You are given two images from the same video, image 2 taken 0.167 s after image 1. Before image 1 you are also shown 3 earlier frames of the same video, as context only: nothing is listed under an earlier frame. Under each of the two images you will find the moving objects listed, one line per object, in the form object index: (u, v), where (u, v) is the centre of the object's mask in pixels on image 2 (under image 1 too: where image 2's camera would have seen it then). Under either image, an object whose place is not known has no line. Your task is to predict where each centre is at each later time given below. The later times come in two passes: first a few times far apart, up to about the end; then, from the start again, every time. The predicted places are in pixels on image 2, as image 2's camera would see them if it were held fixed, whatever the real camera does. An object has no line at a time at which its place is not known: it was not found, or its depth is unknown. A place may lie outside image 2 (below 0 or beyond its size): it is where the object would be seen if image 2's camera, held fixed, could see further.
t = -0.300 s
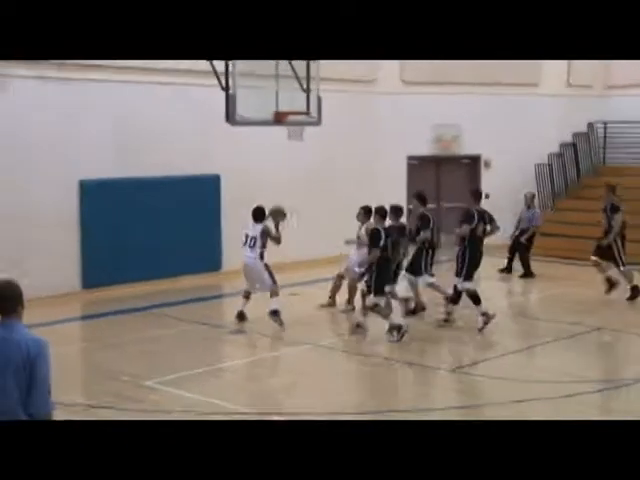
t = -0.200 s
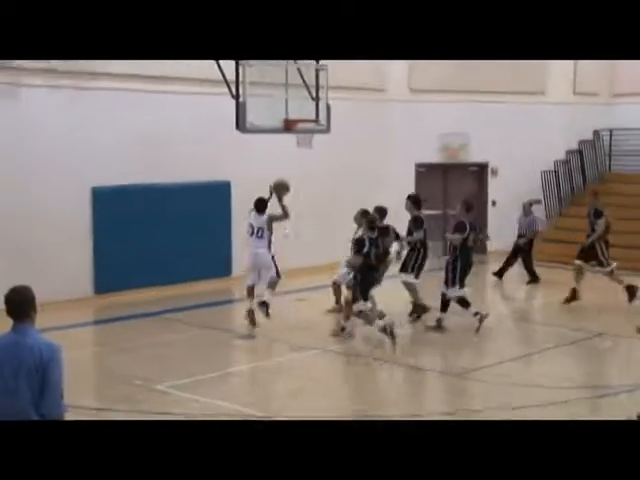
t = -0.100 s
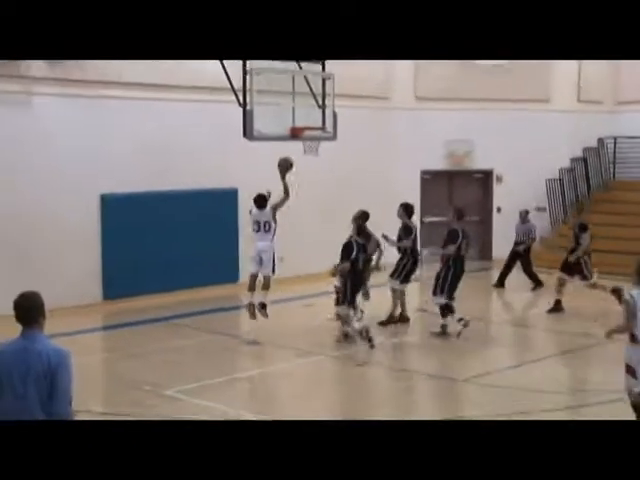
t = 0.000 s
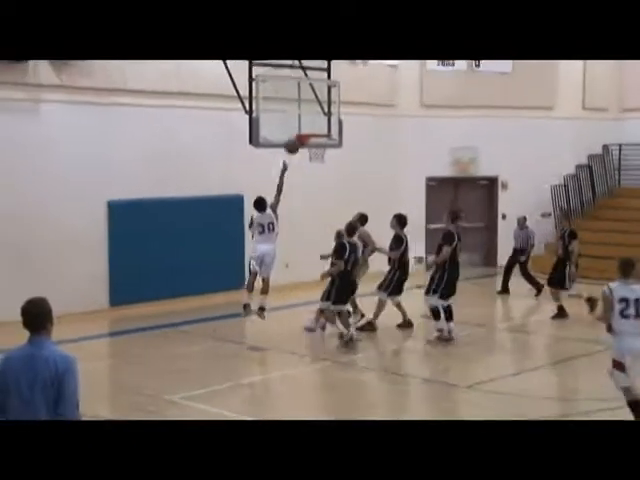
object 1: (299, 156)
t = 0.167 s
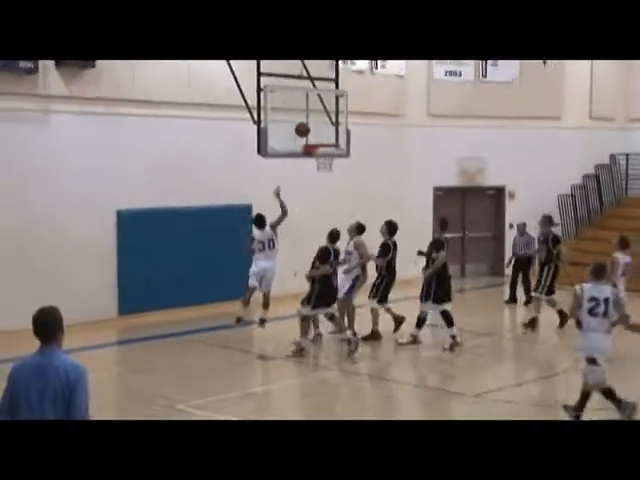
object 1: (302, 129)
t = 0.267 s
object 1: (303, 123)
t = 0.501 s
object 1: (321, 132)
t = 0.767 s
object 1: (334, 162)
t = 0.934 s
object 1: (330, 183)
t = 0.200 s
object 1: (302, 127)
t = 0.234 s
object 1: (303, 124)
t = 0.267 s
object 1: (303, 123)
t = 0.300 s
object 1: (303, 122)
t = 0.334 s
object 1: (306, 121)
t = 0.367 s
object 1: (310, 122)
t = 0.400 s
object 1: (312, 124)
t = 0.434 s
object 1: (315, 126)
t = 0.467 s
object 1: (318, 128)
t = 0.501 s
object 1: (321, 132)
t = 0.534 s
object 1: (324, 136)
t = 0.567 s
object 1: (327, 140)
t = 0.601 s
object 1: (330, 146)
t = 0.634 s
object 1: (332, 151)
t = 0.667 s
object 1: (335, 157)
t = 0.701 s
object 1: (335, 160)
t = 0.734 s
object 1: (335, 160)
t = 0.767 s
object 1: (334, 162)
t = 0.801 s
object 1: (334, 165)
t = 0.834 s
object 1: (333, 168)
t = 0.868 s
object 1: (332, 173)
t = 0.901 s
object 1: (331, 177)
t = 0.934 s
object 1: (330, 183)
